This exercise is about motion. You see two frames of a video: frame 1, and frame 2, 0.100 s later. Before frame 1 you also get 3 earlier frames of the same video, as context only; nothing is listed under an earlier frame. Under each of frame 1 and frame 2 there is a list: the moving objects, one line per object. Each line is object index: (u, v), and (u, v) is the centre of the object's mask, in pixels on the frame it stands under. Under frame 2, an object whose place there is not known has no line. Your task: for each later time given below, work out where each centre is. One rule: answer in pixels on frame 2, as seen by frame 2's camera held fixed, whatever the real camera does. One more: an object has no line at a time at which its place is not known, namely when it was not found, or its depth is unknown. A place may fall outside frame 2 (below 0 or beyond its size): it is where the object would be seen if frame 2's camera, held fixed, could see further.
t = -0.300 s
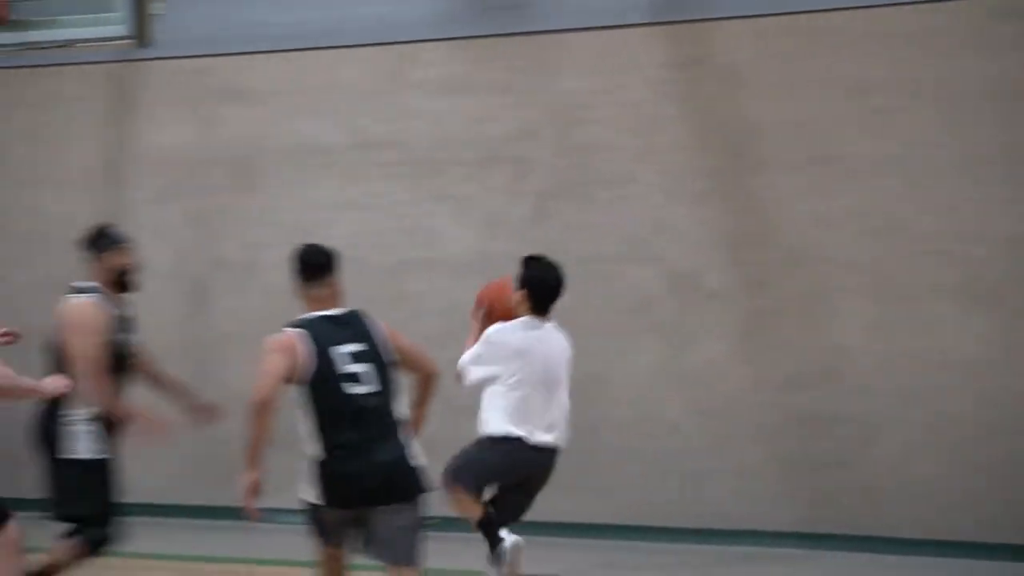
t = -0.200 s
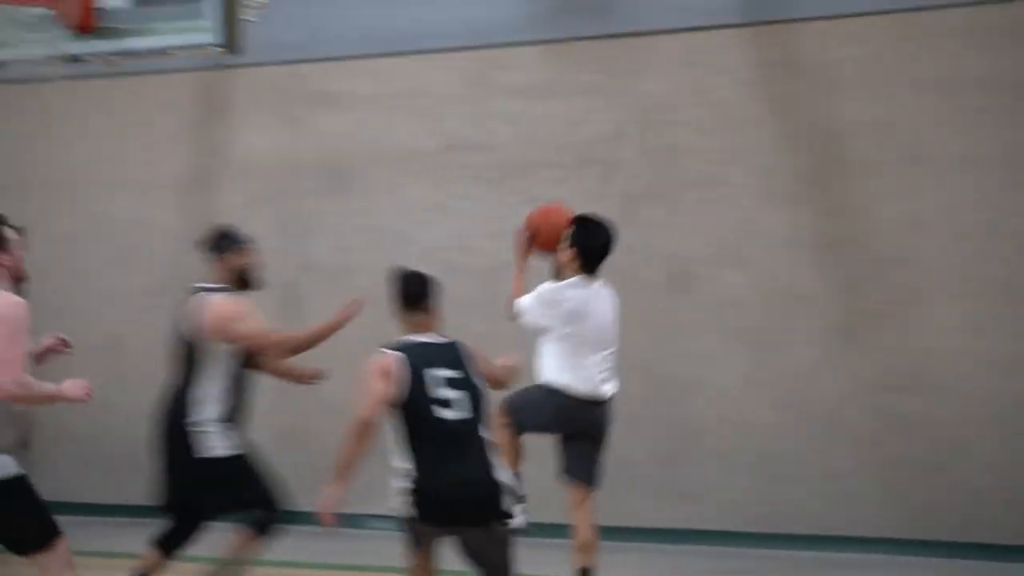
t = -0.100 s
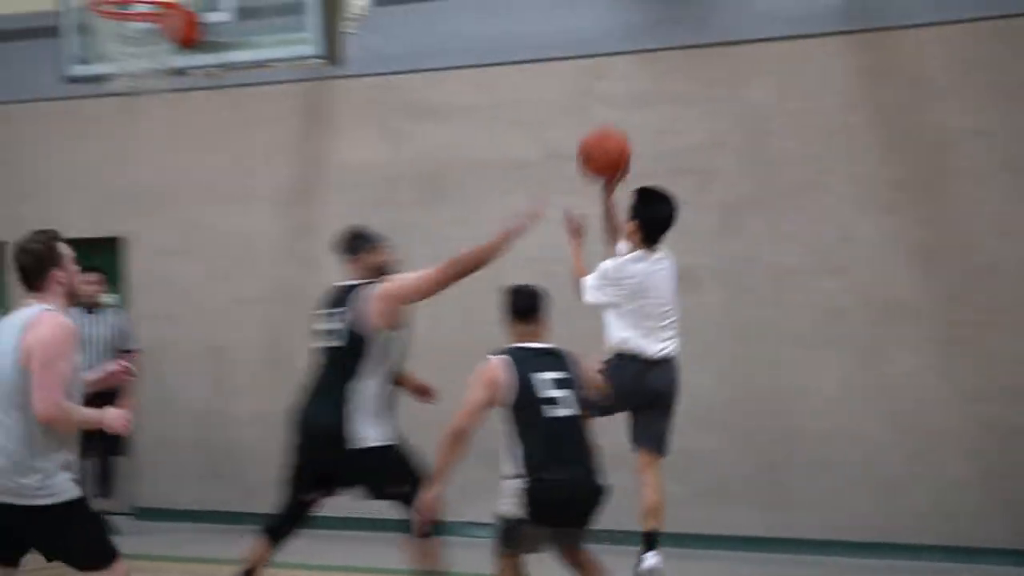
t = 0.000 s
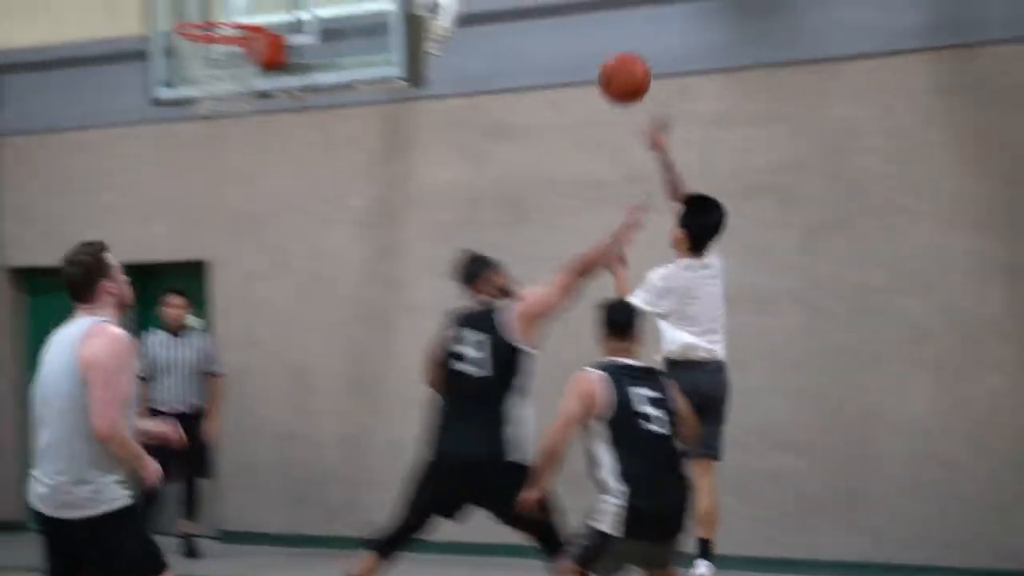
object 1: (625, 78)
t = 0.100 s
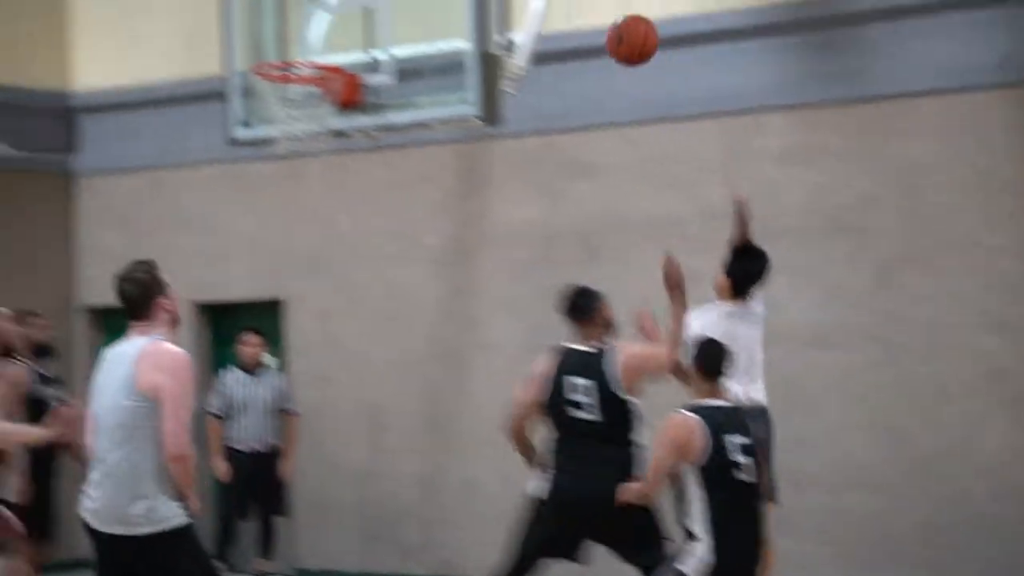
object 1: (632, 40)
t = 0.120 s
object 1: (619, 28)
